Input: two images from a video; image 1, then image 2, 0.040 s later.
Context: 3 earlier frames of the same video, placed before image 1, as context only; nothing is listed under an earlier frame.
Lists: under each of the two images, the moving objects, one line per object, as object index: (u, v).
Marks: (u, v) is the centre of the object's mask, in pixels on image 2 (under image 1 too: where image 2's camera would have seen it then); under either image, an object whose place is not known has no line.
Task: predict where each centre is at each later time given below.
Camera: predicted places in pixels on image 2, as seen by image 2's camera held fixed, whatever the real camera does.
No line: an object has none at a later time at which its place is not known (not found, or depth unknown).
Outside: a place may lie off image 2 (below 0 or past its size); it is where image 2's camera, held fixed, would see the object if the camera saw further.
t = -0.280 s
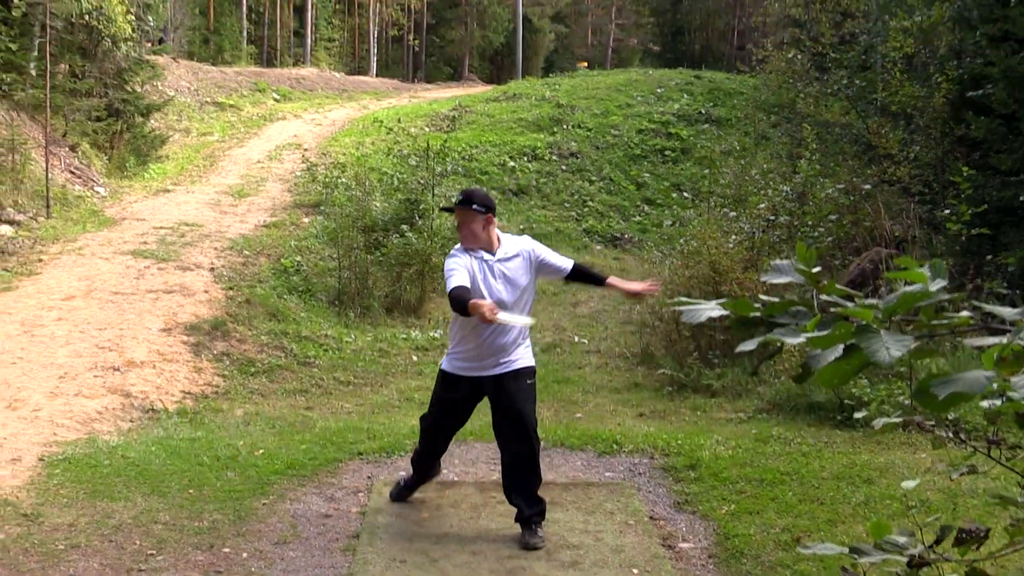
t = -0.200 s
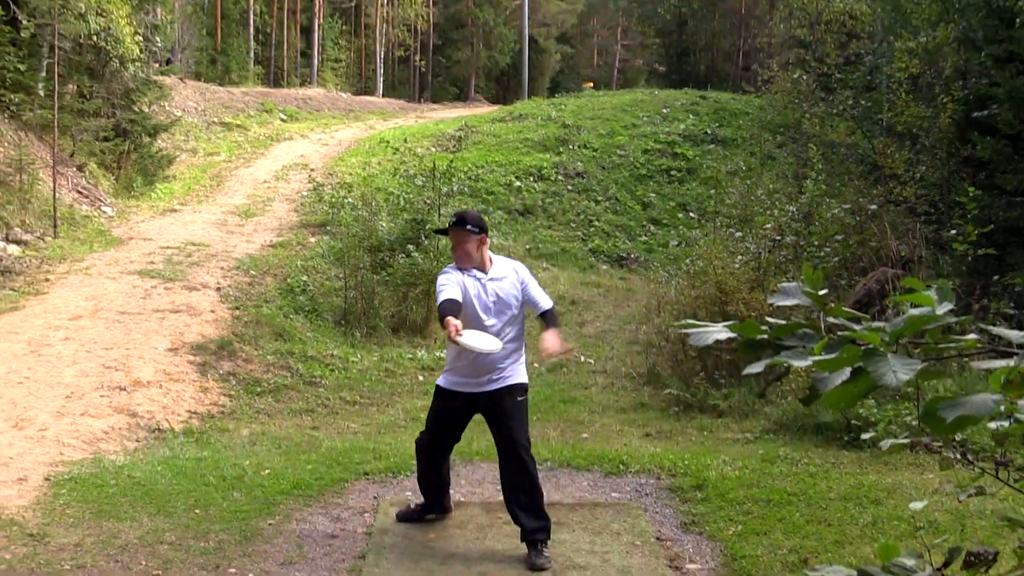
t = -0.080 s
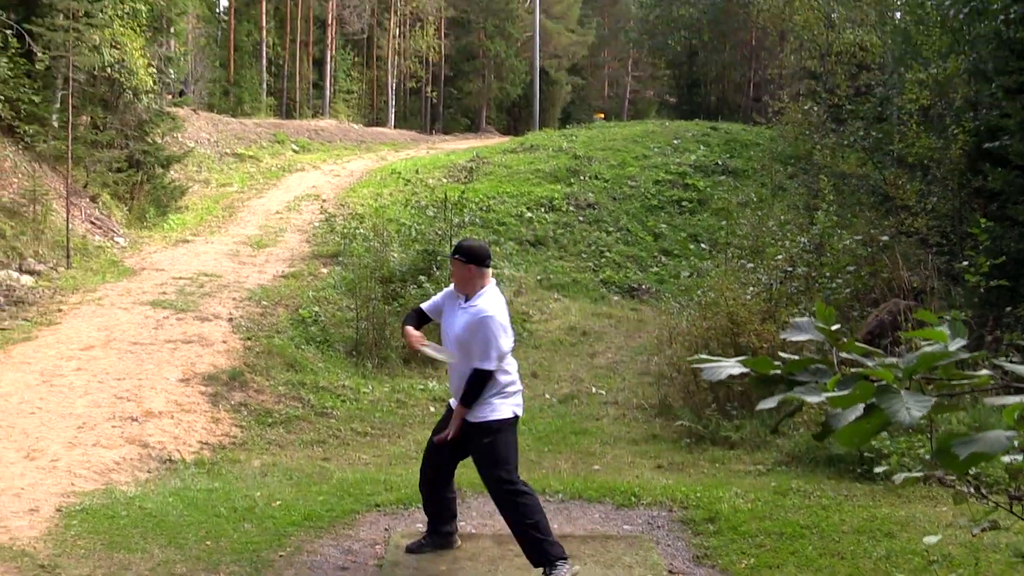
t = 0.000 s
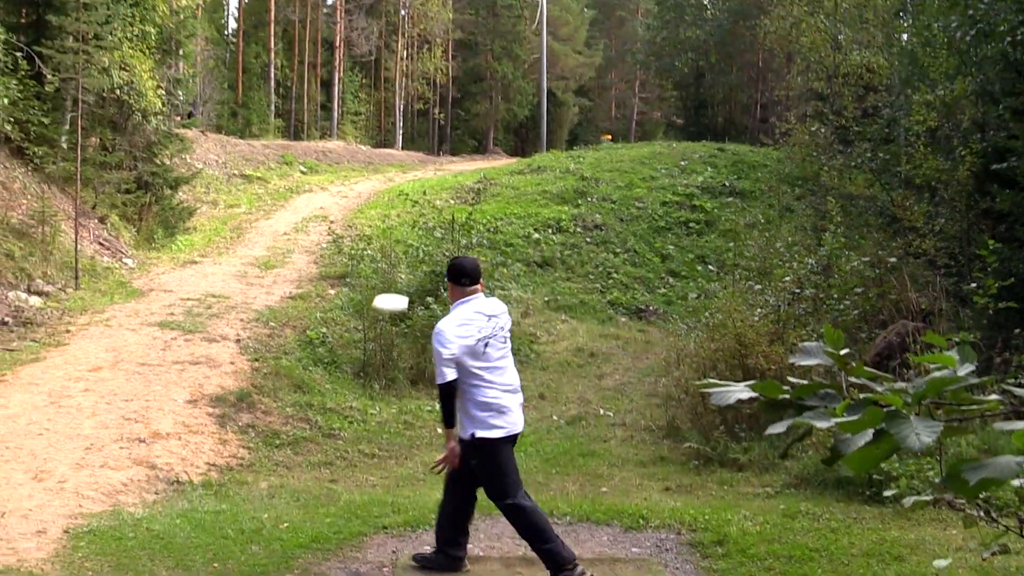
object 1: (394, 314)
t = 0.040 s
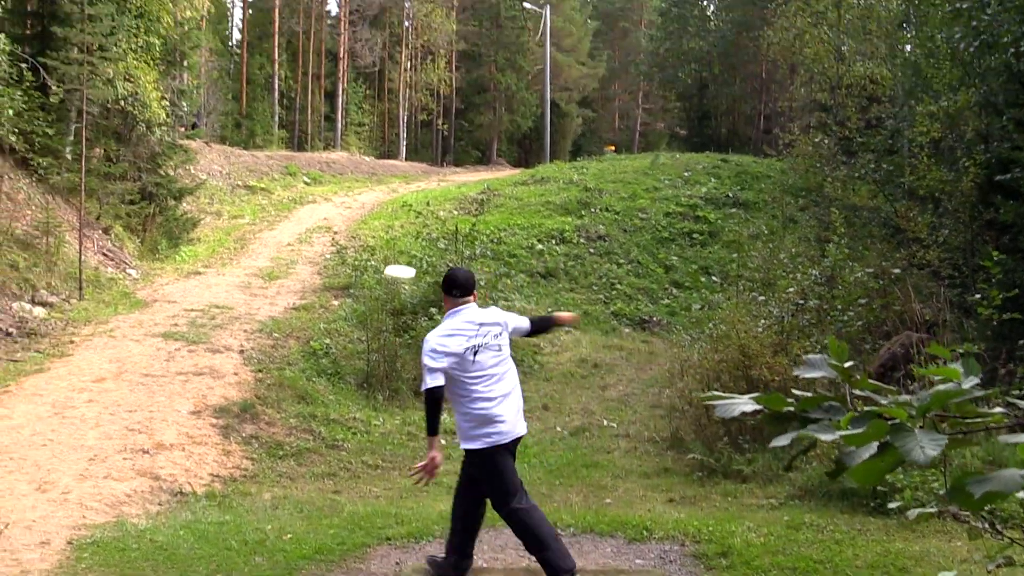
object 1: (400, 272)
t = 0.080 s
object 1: (404, 241)
